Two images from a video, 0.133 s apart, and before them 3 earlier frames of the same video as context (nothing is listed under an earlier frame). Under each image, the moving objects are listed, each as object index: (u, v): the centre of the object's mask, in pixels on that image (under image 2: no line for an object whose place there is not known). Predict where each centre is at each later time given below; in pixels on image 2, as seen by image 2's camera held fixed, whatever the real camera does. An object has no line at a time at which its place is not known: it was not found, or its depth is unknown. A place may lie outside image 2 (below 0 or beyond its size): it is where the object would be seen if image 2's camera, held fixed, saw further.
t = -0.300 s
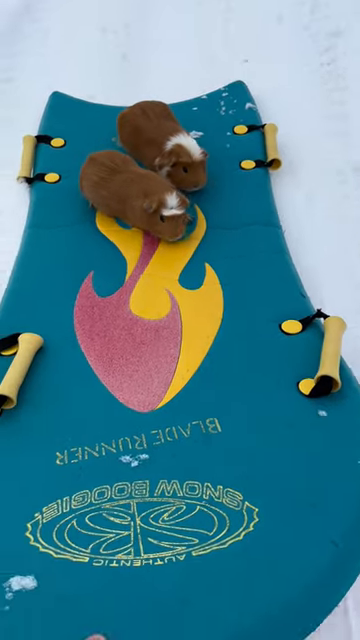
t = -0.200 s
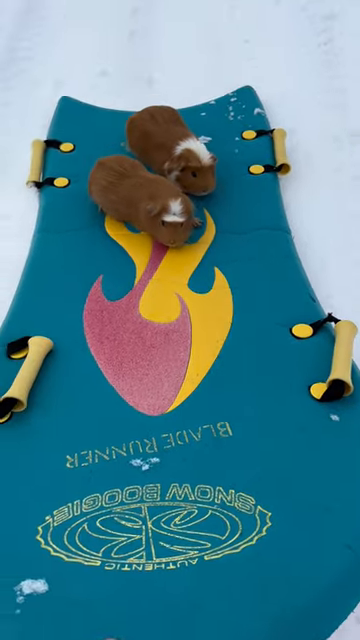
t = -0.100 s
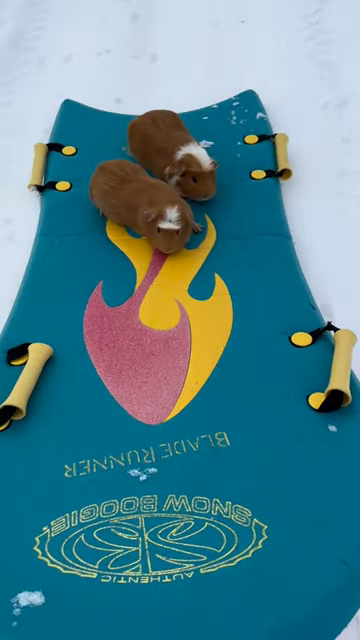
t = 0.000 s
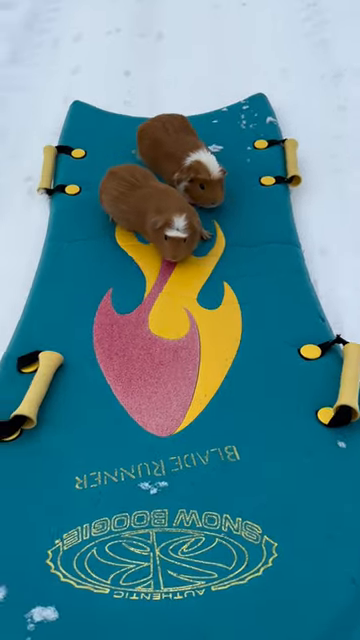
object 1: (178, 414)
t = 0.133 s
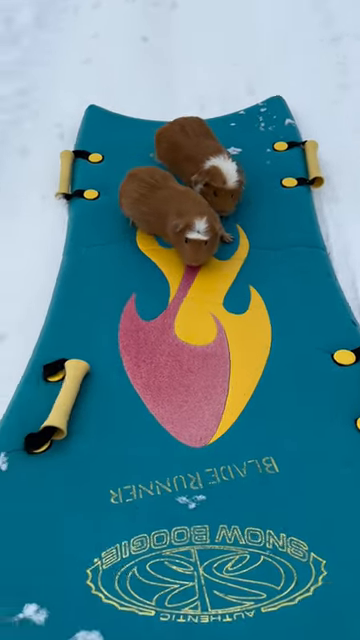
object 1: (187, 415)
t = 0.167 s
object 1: (182, 414)
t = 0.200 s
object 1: (178, 414)
